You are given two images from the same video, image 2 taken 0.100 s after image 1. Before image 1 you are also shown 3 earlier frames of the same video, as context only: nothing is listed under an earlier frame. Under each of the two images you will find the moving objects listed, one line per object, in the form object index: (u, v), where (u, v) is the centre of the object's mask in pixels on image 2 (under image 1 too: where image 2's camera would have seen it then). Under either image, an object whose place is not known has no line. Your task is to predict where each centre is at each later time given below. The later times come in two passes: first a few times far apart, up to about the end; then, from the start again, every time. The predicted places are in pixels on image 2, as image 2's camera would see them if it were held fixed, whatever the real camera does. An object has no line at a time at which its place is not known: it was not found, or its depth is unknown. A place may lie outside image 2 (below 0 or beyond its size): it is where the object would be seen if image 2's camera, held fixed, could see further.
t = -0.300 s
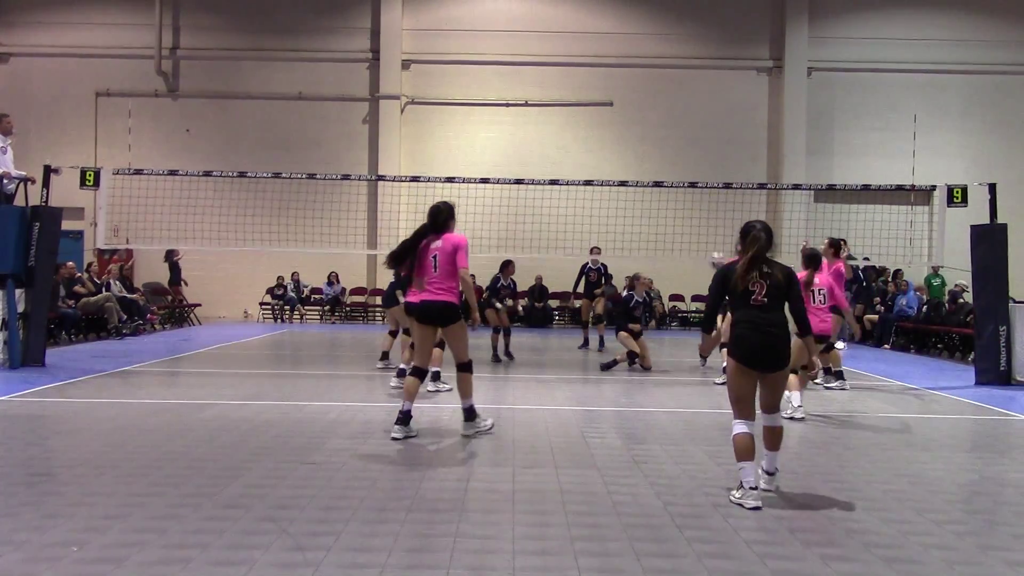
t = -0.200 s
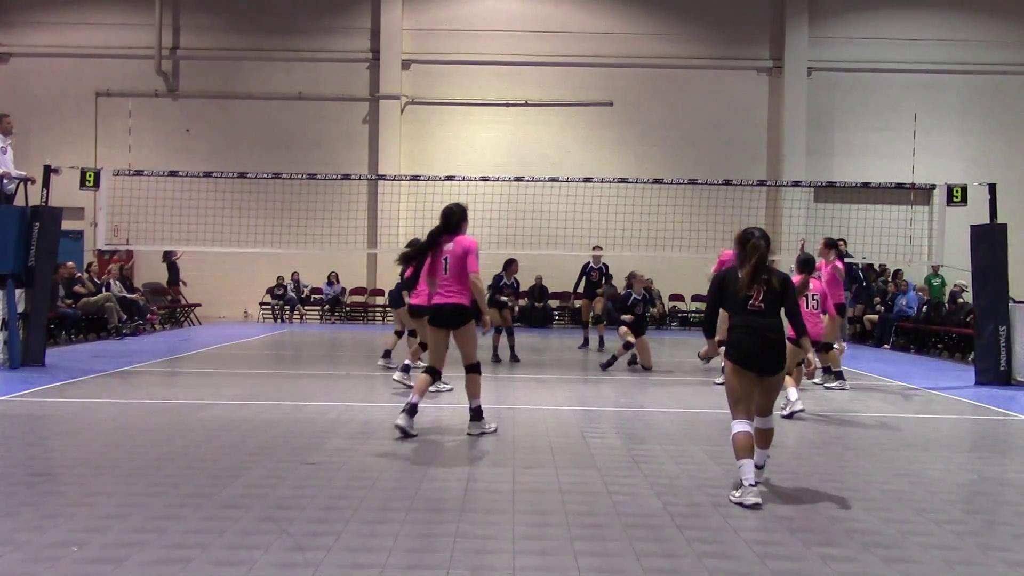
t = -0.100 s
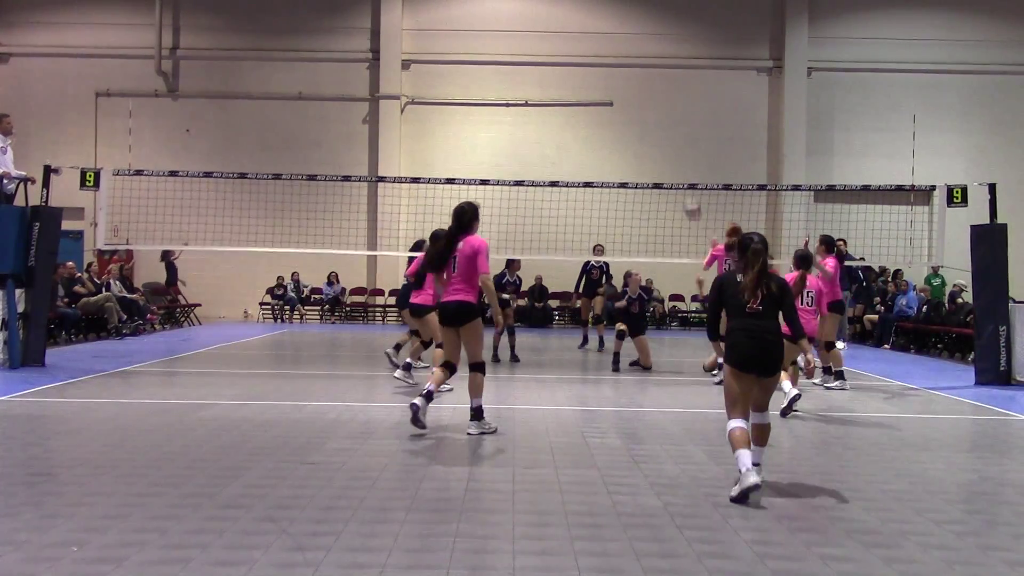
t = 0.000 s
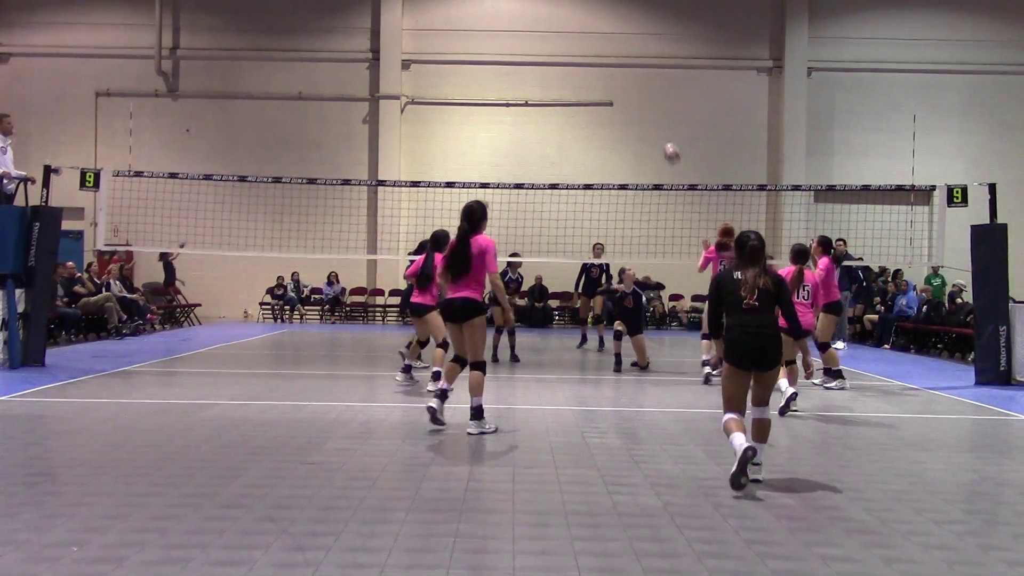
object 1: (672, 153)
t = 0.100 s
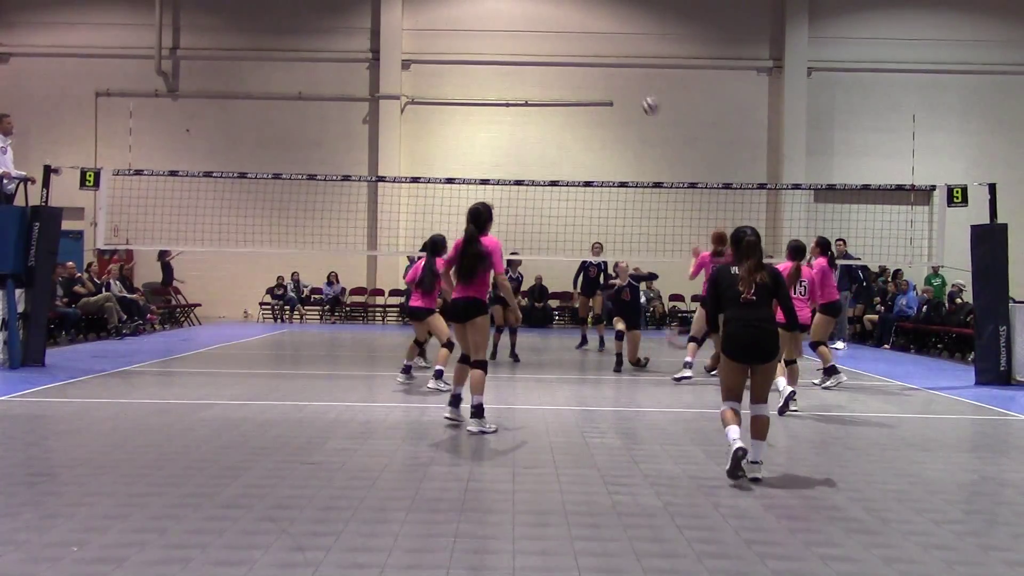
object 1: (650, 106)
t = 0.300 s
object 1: (610, 40)
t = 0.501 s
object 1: (570, 8)
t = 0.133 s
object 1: (643, 93)
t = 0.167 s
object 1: (636, 80)
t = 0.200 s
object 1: (630, 69)
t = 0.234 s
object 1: (623, 59)
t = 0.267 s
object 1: (616, 49)
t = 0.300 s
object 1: (610, 40)
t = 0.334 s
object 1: (603, 33)
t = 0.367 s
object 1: (596, 26)
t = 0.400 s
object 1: (590, 20)
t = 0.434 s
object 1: (583, 15)
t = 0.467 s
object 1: (577, 11)
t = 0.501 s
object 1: (570, 8)
